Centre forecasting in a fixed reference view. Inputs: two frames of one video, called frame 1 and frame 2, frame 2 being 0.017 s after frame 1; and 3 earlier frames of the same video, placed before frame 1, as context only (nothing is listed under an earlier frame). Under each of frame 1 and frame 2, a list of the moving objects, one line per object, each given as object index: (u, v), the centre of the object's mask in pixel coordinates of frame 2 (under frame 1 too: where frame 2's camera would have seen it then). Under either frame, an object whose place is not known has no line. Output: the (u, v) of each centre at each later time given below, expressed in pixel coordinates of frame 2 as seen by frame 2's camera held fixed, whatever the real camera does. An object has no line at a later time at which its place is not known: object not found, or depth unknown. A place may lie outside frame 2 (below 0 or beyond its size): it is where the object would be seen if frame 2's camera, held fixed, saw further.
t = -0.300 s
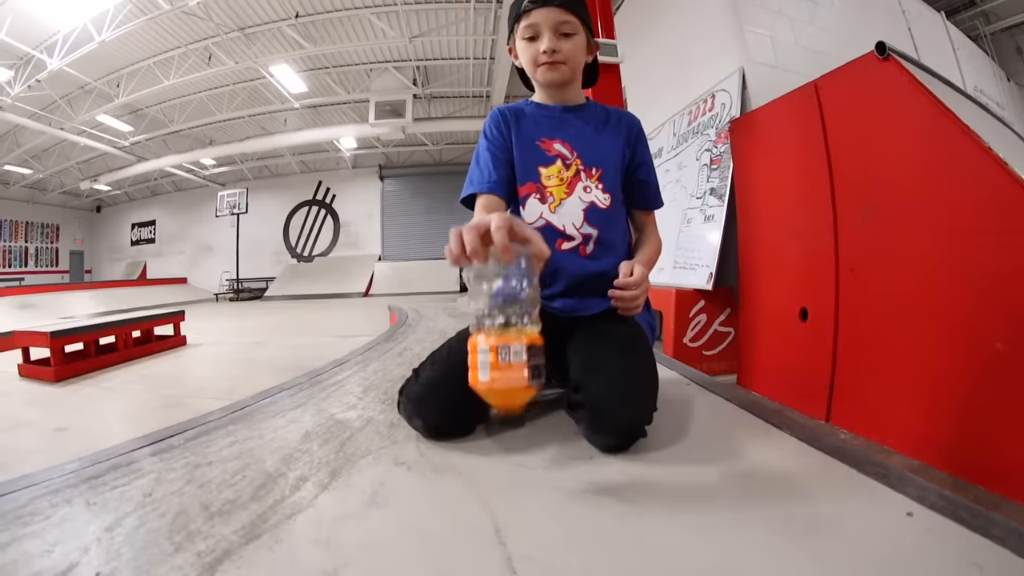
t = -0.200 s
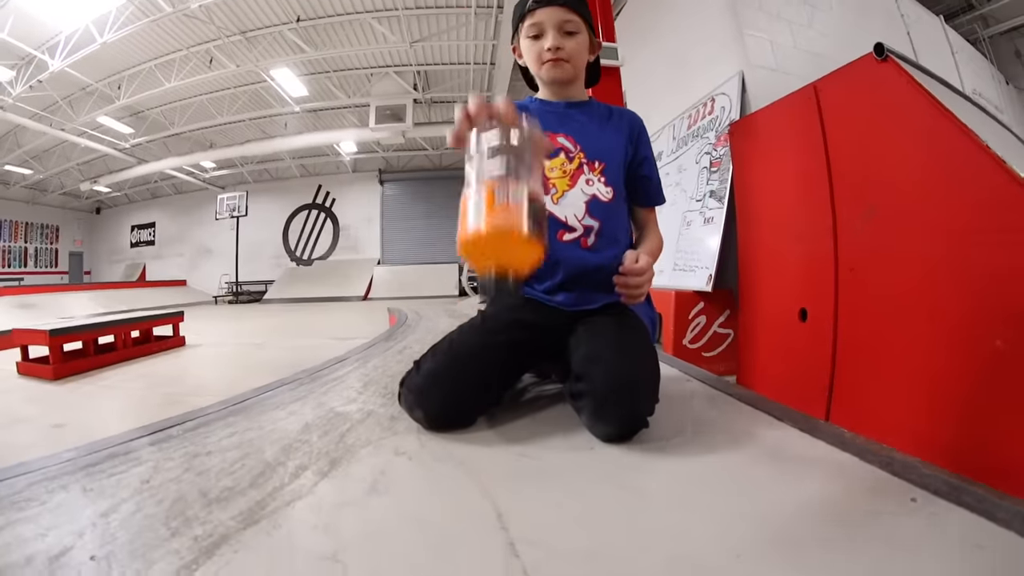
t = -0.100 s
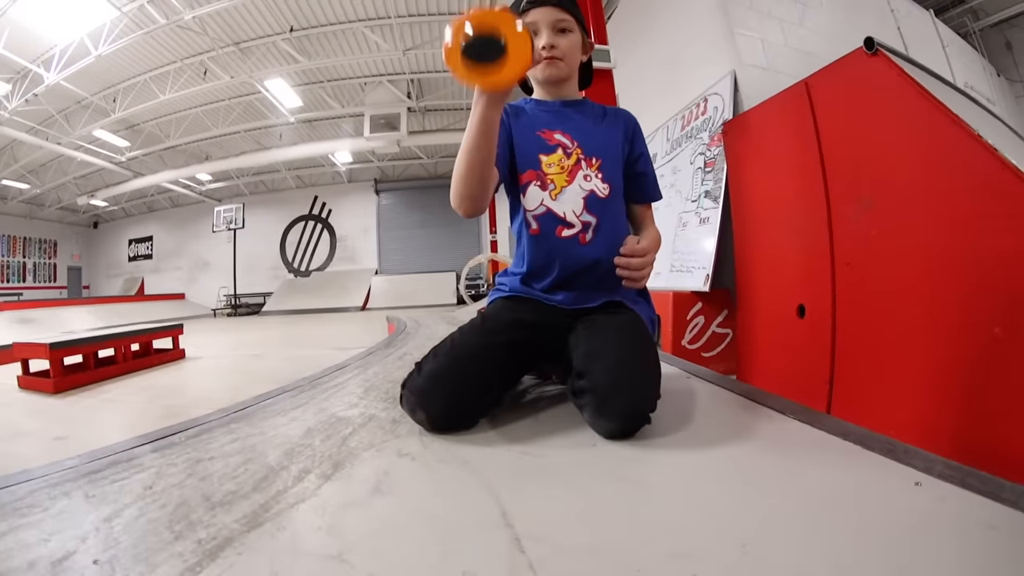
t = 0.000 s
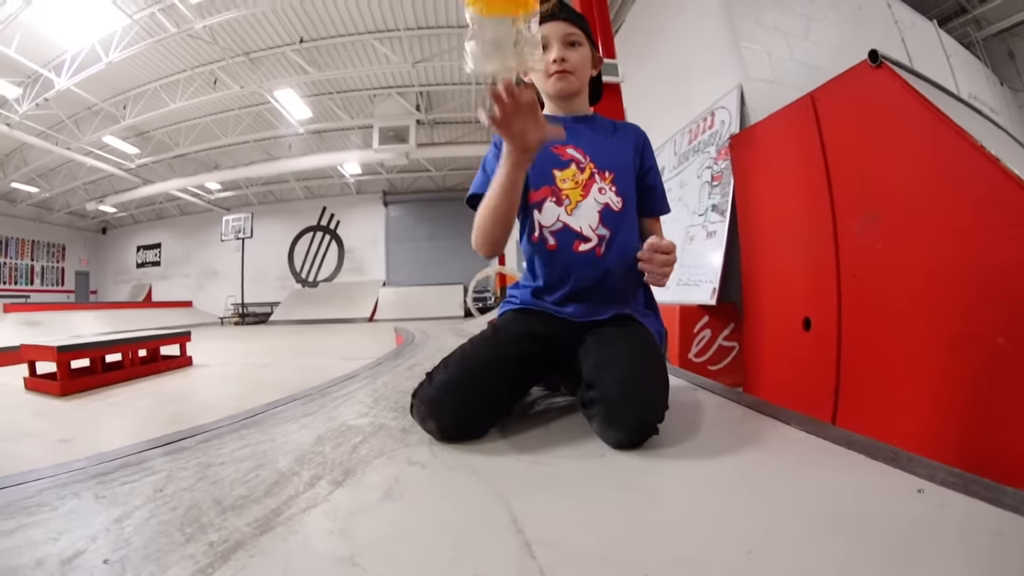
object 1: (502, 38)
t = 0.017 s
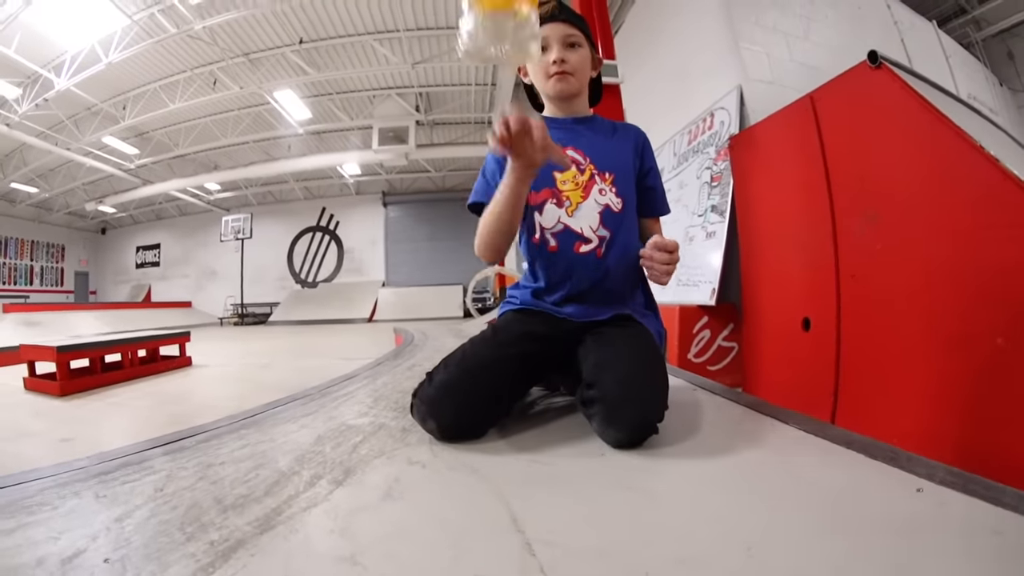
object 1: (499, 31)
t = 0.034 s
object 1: (495, 24)
